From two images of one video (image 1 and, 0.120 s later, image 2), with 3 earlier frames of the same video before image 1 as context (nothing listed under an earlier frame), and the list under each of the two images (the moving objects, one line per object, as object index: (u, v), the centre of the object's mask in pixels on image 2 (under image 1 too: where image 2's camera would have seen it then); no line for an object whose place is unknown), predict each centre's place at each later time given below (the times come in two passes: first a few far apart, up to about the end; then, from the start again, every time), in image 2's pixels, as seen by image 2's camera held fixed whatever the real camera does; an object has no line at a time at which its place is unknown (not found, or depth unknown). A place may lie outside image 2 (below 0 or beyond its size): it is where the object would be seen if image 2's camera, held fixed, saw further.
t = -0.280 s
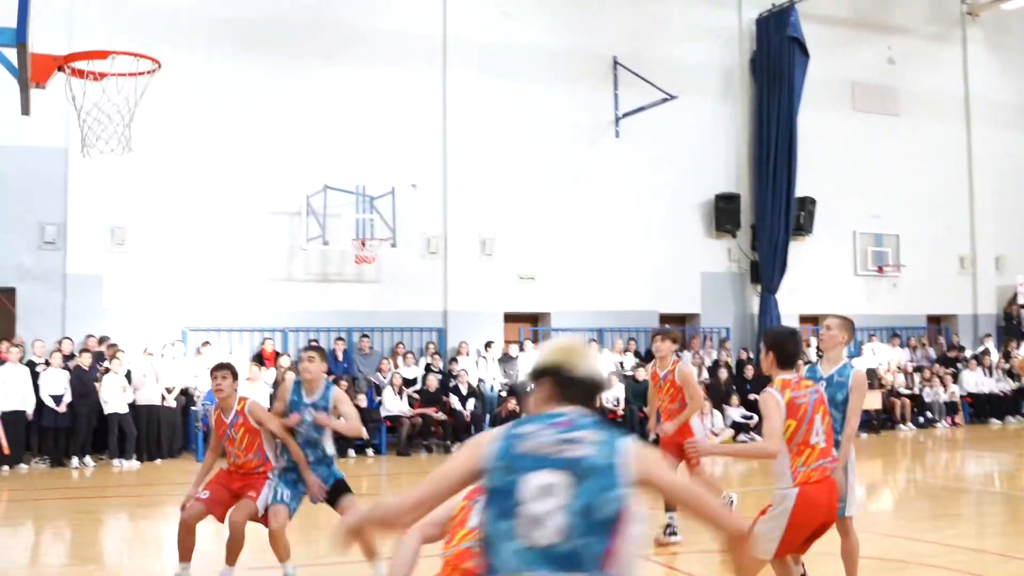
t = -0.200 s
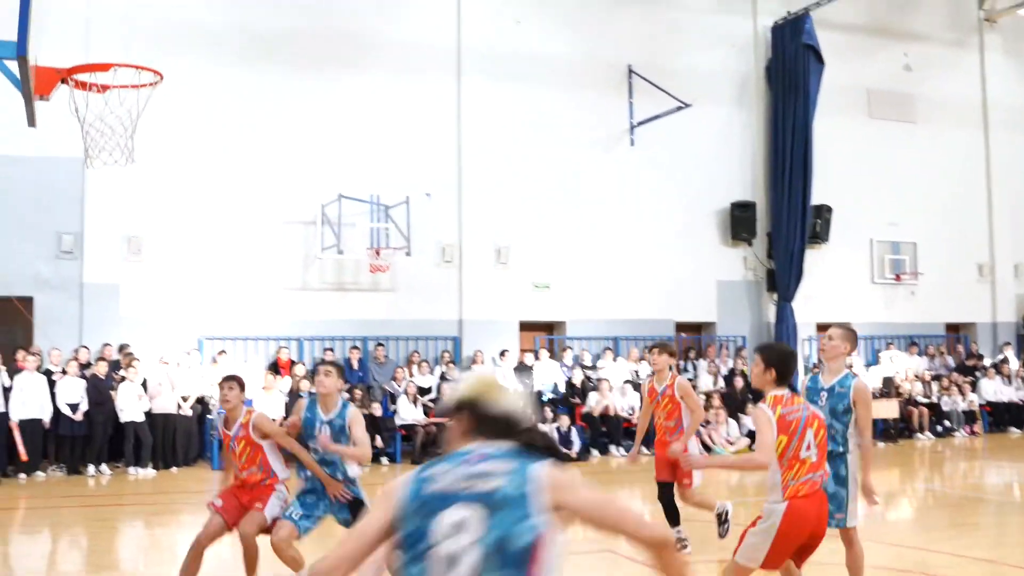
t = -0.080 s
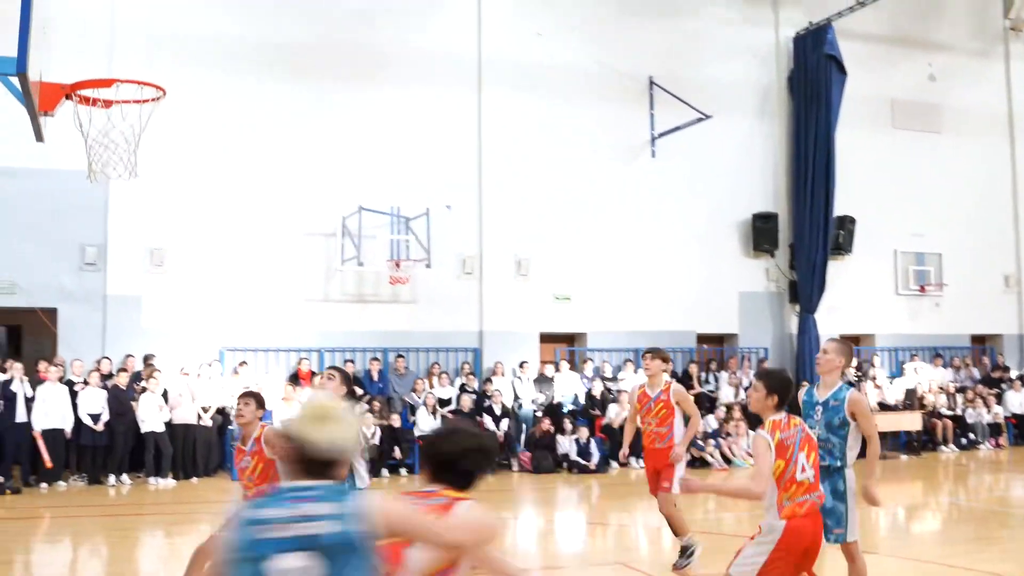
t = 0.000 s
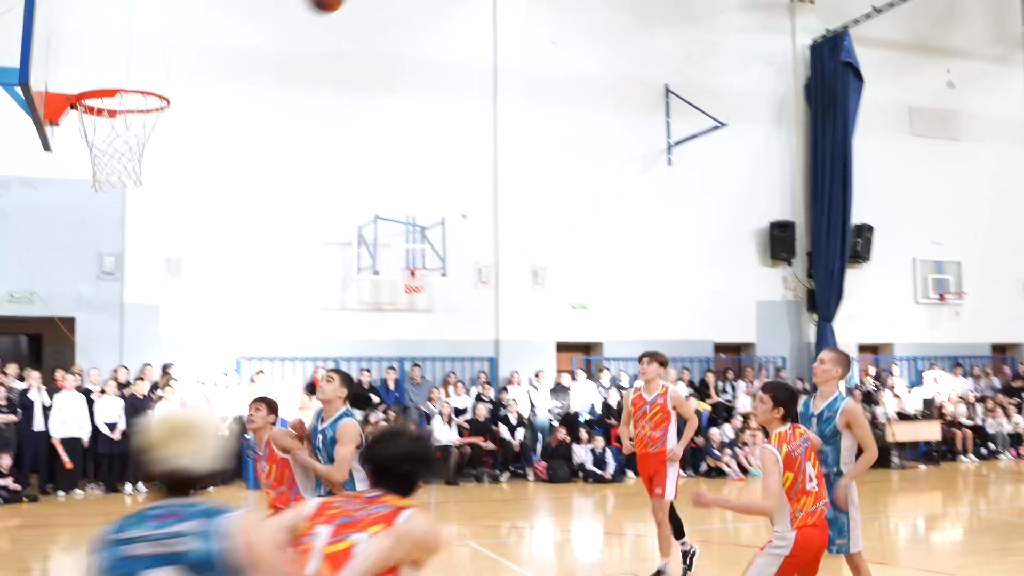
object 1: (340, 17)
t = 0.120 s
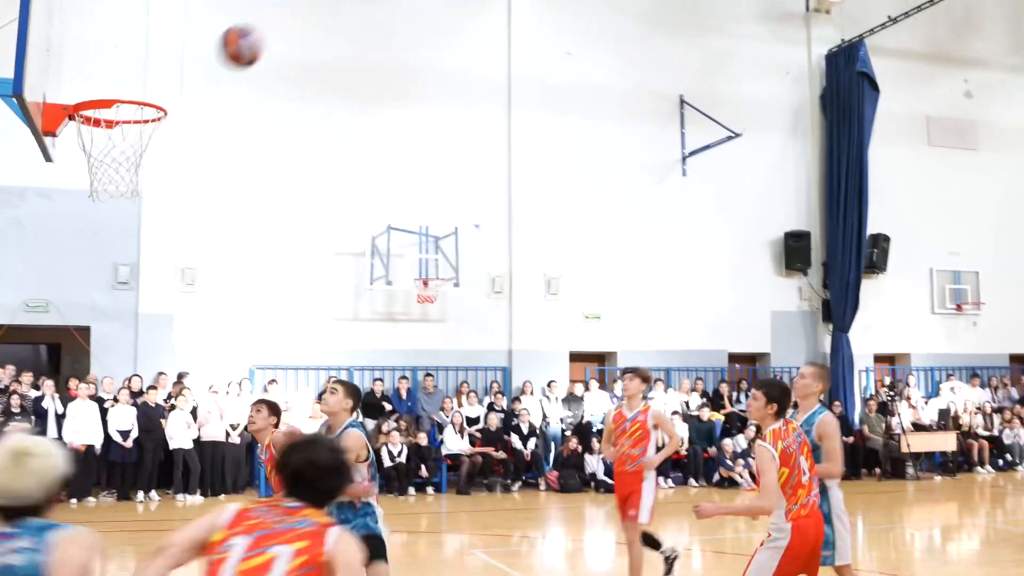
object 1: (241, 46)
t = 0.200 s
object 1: (173, 89)
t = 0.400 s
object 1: (182, 63)
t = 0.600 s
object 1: (205, 82)
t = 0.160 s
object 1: (207, 66)
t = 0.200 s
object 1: (173, 89)
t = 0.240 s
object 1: (164, 97)
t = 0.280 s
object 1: (169, 84)
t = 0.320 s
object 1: (173, 74)
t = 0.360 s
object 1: (178, 68)
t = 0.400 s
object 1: (182, 63)
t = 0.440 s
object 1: (186, 62)
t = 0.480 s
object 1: (191, 63)
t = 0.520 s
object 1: (195, 66)
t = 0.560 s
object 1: (200, 73)
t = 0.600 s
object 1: (205, 82)
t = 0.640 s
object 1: (209, 93)
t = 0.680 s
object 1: (215, 108)
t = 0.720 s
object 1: (220, 125)
